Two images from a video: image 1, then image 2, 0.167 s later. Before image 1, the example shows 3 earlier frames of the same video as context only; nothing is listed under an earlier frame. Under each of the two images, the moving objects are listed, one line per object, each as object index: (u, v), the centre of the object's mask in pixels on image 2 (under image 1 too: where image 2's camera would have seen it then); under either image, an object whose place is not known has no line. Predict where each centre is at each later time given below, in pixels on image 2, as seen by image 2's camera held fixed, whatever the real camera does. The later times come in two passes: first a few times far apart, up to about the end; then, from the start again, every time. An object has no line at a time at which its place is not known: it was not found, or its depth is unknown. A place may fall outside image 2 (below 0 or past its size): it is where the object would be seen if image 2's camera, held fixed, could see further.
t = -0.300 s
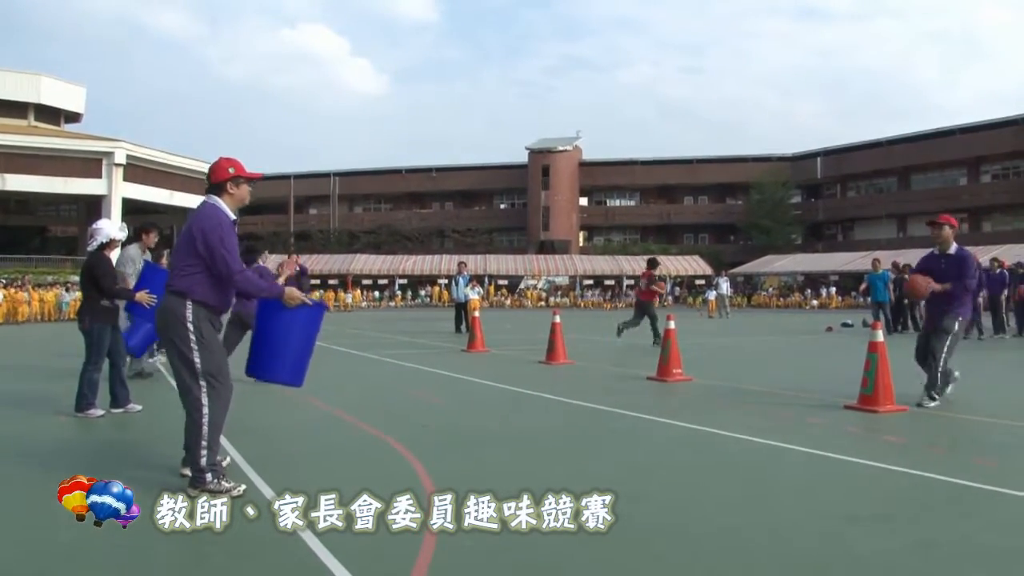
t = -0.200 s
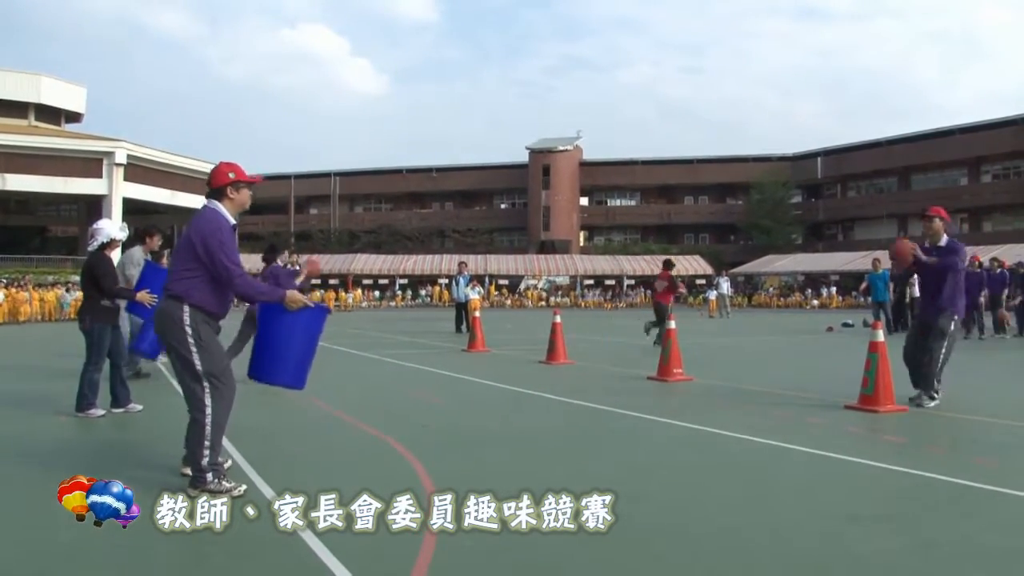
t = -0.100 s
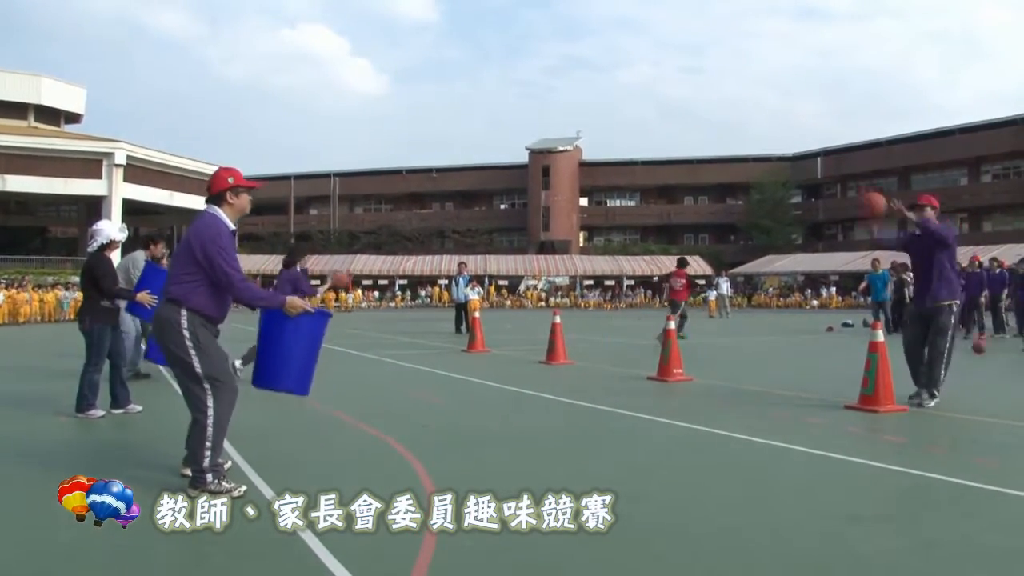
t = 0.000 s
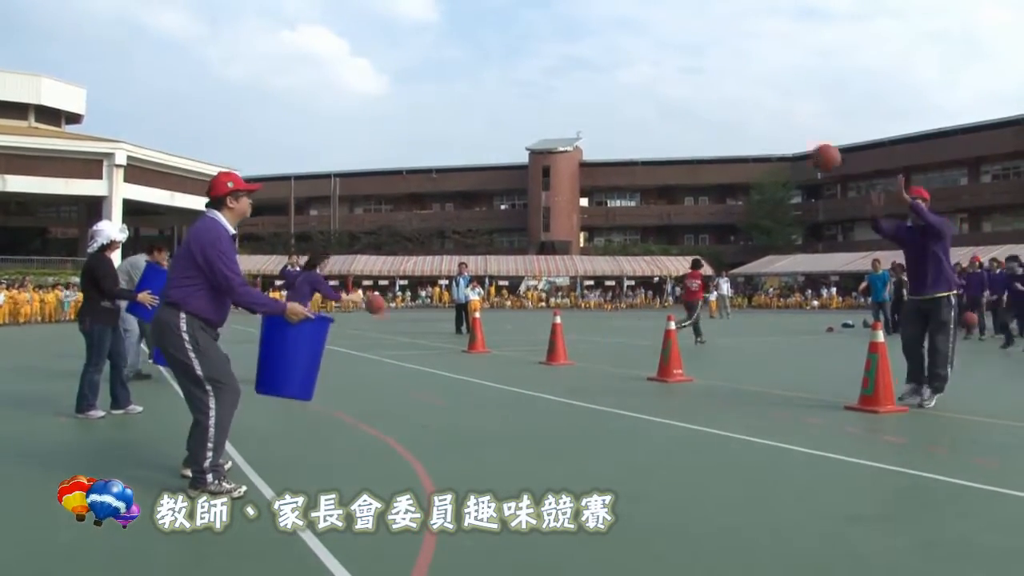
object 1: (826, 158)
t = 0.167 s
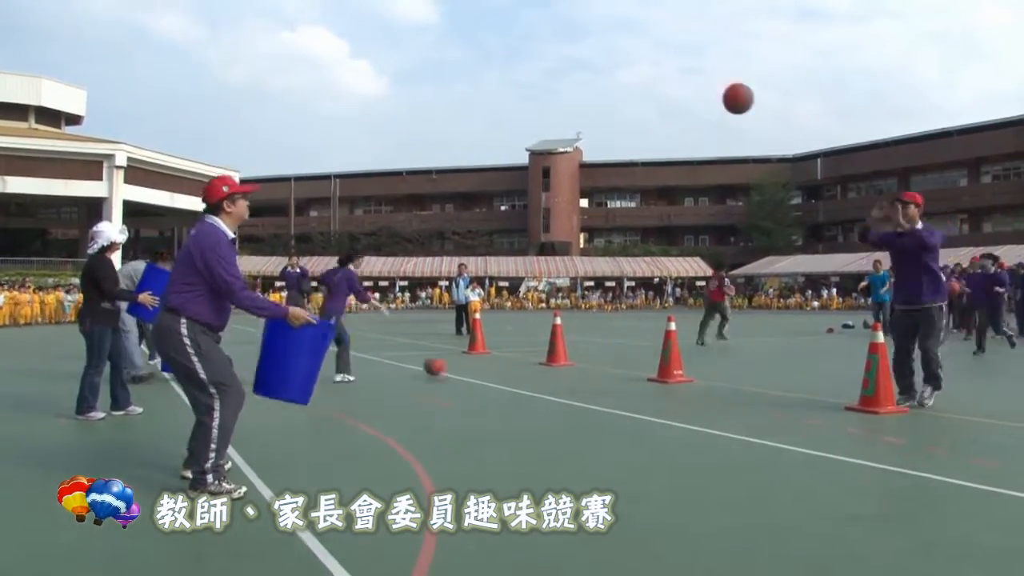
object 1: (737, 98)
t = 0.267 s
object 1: (679, 77)
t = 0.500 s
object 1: (516, 84)
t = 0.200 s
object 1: (719, 90)
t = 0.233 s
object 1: (699, 83)
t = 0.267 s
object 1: (679, 77)
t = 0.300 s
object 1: (657, 73)
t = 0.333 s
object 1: (636, 71)
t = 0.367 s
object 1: (614, 70)
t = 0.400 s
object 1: (590, 71)
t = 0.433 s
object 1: (566, 73)
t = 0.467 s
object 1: (542, 78)
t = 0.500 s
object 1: (516, 84)
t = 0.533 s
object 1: (490, 93)
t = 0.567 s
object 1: (463, 104)
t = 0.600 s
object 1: (435, 117)
